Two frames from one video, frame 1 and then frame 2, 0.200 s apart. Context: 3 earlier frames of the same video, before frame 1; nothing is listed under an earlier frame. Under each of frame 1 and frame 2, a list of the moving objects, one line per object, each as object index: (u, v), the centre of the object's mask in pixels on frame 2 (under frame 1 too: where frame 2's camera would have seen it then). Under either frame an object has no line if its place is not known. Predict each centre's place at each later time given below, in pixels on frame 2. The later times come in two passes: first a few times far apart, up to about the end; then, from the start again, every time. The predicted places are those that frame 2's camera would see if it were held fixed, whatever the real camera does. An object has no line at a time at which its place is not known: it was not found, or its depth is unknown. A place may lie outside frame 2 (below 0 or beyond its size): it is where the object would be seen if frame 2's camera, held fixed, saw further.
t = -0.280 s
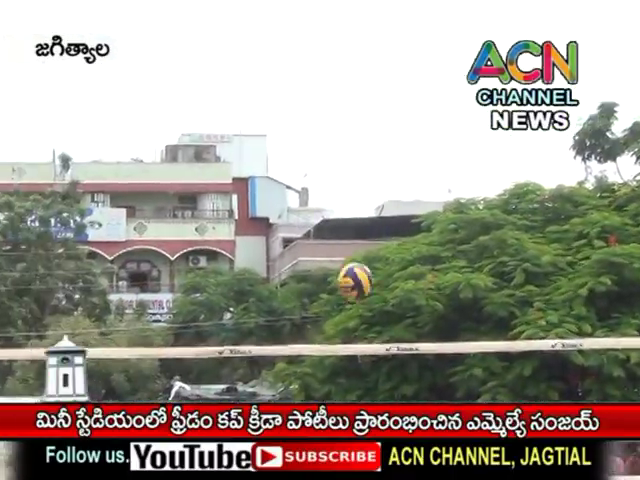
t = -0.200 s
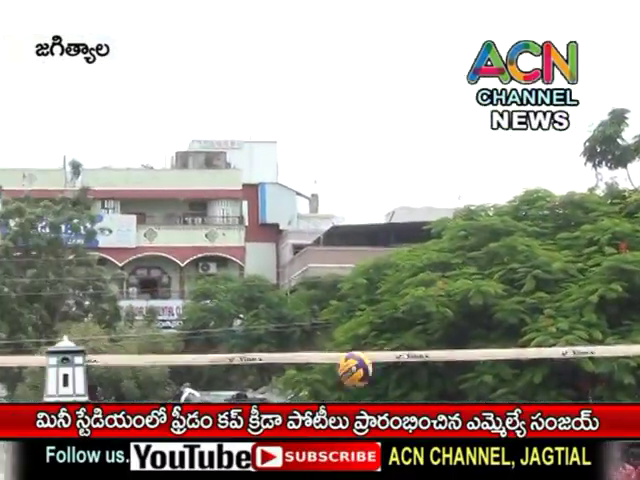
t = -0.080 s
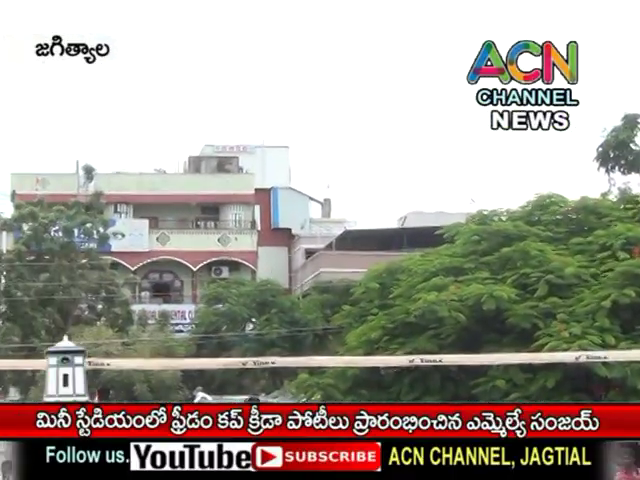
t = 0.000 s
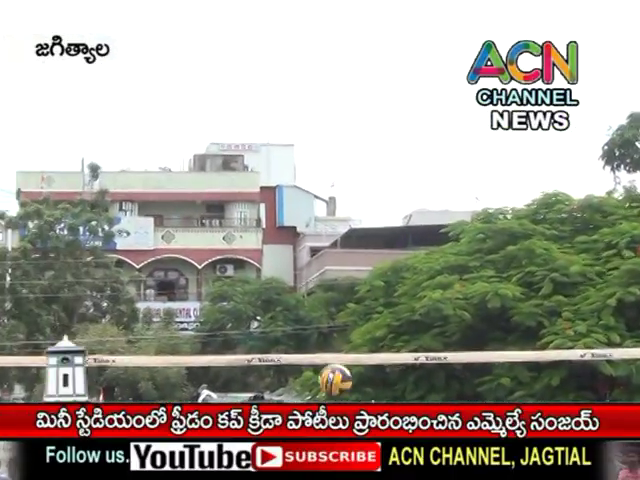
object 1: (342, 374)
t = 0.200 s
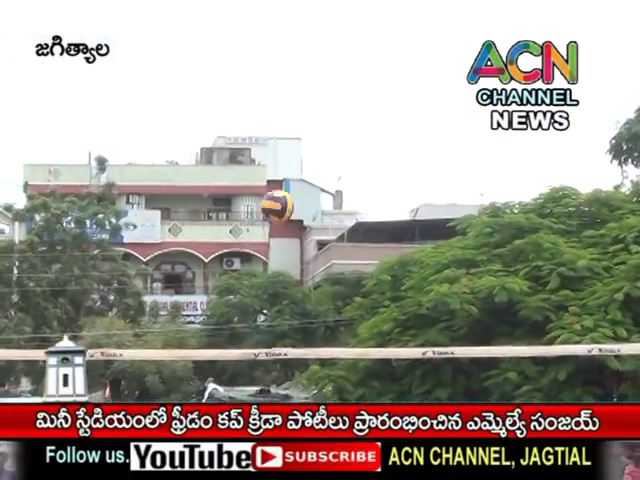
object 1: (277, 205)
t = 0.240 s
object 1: (265, 180)
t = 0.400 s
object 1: (214, 105)
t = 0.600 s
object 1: (151, 63)
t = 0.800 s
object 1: (89, 80)
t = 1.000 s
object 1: (26, 160)
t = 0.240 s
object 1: (265, 180)
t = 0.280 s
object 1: (251, 158)
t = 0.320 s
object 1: (239, 138)
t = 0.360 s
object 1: (226, 121)
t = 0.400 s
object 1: (214, 105)
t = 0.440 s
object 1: (201, 91)
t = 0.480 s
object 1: (189, 81)
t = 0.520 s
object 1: (176, 73)
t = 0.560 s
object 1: (164, 67)
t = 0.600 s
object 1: (151, 63)
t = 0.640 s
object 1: (139, 62)
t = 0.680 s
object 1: (126, 63)
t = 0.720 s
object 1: (114, 67)
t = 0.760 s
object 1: (101, 72)
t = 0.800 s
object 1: (89, 80)
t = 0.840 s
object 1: (77, 91)
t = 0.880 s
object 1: (64, 104)
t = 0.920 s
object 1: (50, 120)
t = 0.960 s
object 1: (38, 139)
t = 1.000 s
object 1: (26, 160)
